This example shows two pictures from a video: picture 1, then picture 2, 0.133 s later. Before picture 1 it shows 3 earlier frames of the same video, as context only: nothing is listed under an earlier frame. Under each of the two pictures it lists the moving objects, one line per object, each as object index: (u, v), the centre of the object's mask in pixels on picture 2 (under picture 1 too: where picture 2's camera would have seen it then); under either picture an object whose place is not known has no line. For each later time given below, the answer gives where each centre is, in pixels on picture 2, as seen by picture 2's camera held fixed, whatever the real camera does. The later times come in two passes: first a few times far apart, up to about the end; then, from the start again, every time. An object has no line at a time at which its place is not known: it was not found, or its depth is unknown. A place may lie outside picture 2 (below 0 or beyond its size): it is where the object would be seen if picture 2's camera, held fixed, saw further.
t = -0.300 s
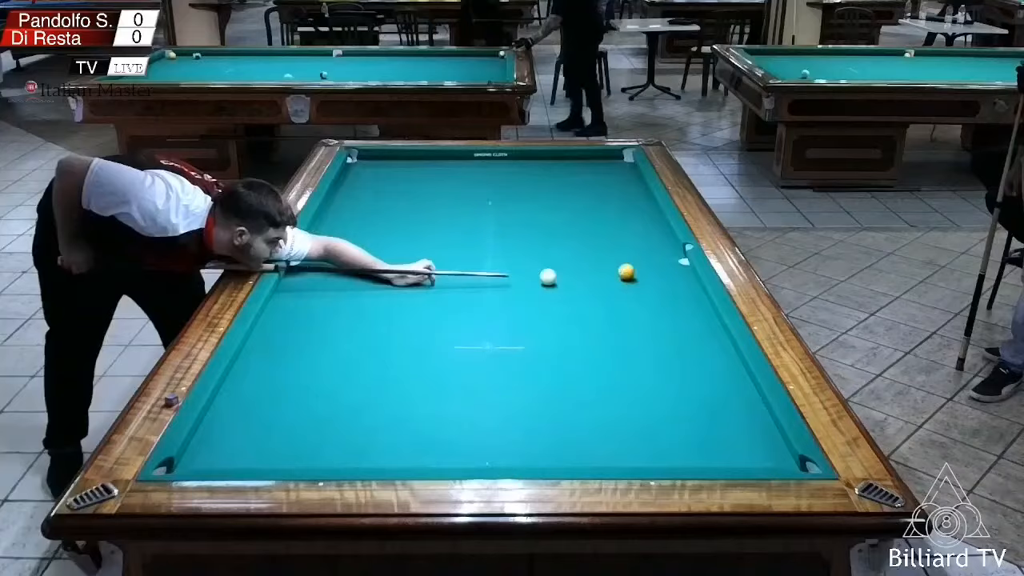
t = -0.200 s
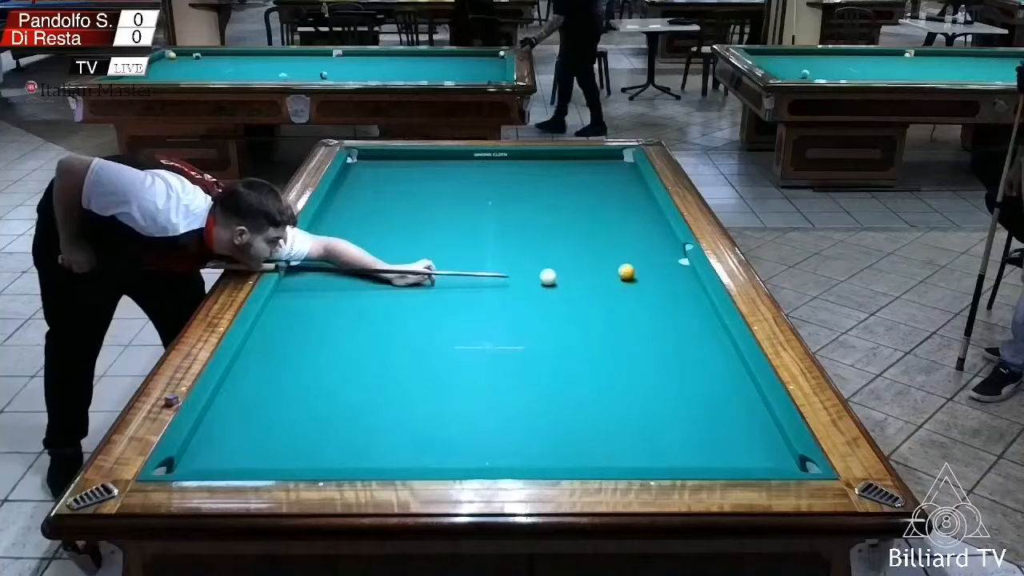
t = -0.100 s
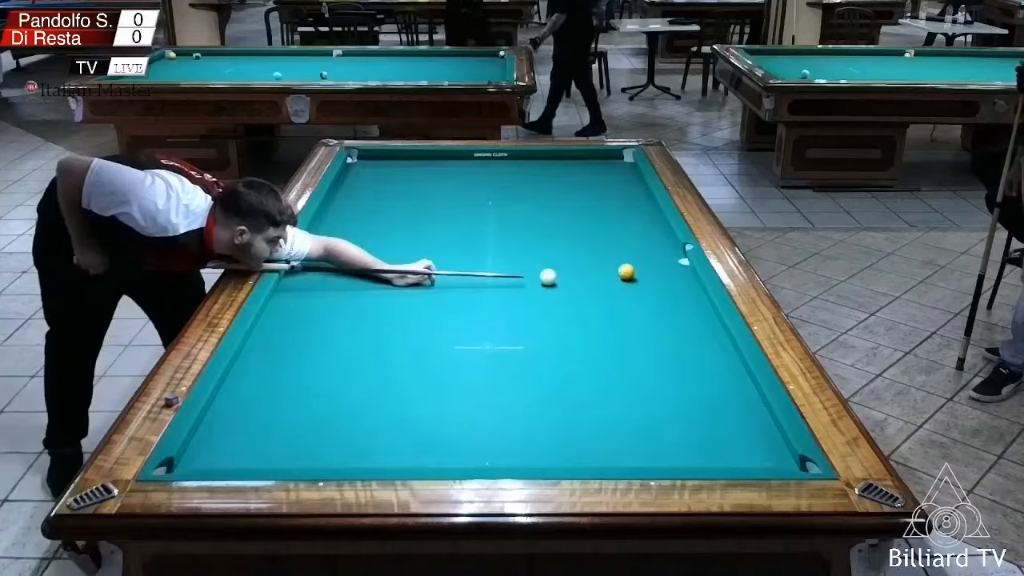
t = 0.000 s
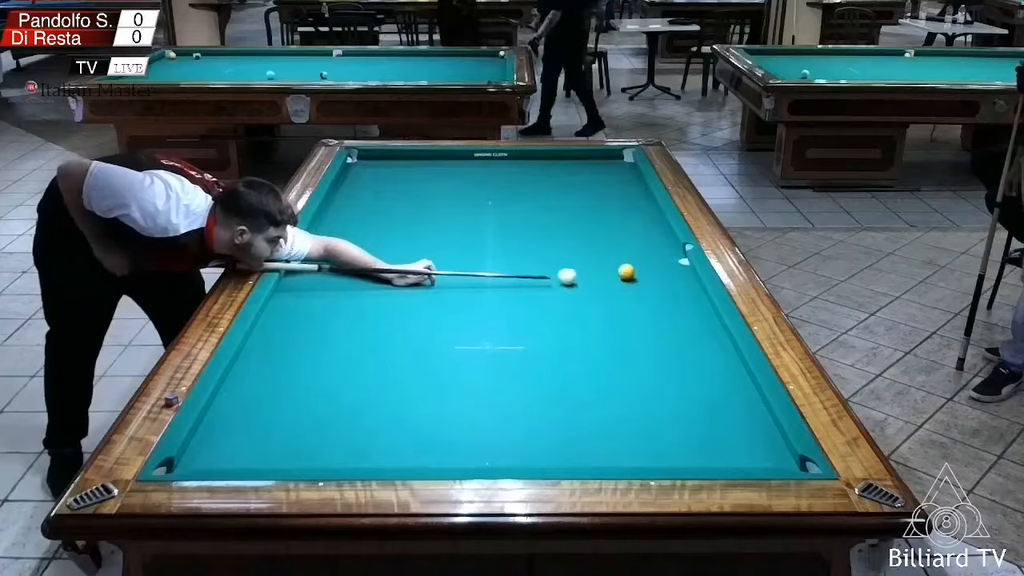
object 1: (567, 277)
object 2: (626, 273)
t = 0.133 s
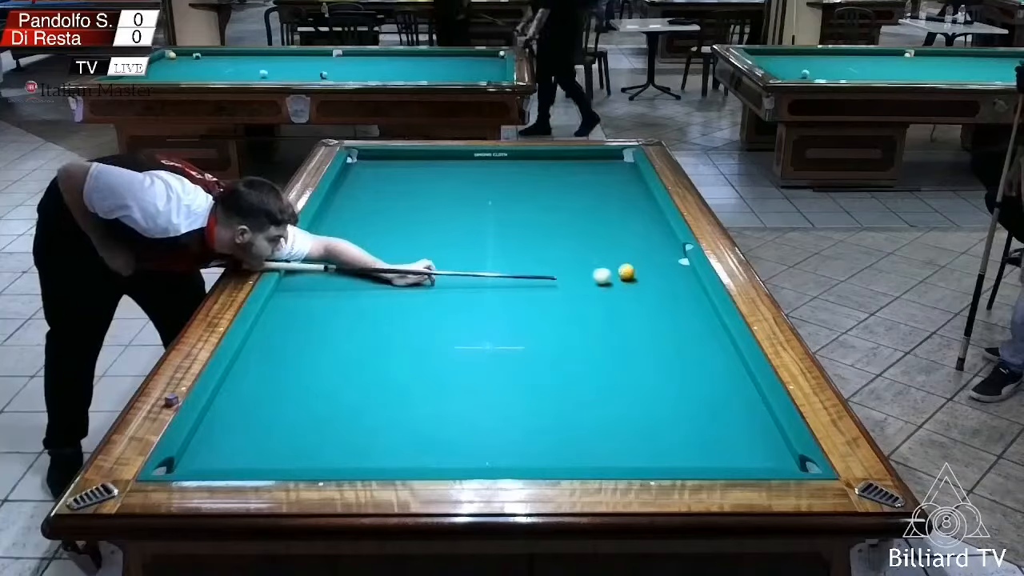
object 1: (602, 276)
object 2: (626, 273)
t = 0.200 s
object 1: (618, 277)
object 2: (630, 271)
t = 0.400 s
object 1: (652, 286)
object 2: (650, 264)
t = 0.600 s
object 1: (683, 294)
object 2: (665, 258)
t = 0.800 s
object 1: (690, 303)
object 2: (682, 255)
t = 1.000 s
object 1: (676, 311)
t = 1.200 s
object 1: (659, 320)
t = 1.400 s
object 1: (645, 328)
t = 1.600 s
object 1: (628, 337)
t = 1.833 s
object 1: (609, 347)
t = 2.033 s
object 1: (592, 356)
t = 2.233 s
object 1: (576, 365)
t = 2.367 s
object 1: (565, 371)
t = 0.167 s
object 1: (611, 276)
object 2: (627, 273)
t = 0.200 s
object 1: (618, 277)
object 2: (630, 271)
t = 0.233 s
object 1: (622, 279)
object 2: (634, 270)
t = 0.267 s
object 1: (628, 280)
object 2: (637, 268)
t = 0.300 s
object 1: (633, 281)
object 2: (640, 267)
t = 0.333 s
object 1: (641, 283)
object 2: (644, 266)
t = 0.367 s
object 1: (647, 285)
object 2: (647, 265)
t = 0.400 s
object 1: (652, 286)
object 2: (650, 264)
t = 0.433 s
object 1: (657, 287)
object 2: (653, 263)
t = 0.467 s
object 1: (663, 289)
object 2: (656, 262)
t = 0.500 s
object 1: (666, 289)
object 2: (657, 262)
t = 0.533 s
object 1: (671, 291)
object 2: (660, 261)
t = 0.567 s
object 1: (677, 292)
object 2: (663, 260)
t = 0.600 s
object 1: (683, 294)
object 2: (665, 258)
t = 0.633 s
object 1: (688, 295)
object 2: (668, 258)
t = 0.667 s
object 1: (694, 296)
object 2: (671, 257)
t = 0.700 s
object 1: (699, 298)
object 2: (674, 256)
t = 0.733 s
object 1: (695, 300)
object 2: (677, 254)
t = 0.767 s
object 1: (692, 301)
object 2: (679, 254)
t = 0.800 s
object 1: (690, 303)
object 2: (682, 255)
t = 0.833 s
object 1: (688, 304)
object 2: (683, 256)
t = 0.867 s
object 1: (686, 305)
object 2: (683, 258)
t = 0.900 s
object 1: (684, 306)
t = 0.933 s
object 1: (681, 308)
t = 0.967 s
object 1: (678, 309)
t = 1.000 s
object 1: (676, 311)
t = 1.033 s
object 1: (674, 312)
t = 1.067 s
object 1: (671, 313)
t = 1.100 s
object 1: (668, 315)
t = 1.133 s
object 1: (665, 317)
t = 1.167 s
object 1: (662, 318)
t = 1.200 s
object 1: (659, 320)
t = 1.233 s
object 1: (658, 320)
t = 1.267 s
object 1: (655, 322)
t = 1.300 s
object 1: (652, 323)
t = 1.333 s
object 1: (650, 325)
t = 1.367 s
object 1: (647, 326)
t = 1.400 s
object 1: (645, 328)
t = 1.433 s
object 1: (642, 329)
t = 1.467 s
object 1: (639, 331)
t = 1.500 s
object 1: (636, 332)
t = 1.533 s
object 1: (632, 334)
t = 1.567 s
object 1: (630, 336)
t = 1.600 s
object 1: (628, 337)
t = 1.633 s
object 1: (625, 338)
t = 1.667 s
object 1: (623, 340)
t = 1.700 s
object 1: (620, 341)
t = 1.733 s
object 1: (617, 343)
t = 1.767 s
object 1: (615, 344)
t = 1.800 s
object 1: (612, 345)
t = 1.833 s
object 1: (609, 347)
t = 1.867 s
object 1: (606, 349)
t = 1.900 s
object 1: (604, 350)
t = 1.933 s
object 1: (599, 352)
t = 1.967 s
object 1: (598, 353)
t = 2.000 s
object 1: (595, 355)
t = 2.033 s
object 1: (592, 356)
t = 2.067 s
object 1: (590, 357)
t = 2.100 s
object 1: (587, 359)
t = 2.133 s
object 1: (584, 361)
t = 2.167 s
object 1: (581, 362)
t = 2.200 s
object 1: (579, 364)
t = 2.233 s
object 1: (576, 365)
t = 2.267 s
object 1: (573, 366)
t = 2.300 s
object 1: (570, 368)
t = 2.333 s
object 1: (569, 369)
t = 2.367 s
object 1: (565, 371)
